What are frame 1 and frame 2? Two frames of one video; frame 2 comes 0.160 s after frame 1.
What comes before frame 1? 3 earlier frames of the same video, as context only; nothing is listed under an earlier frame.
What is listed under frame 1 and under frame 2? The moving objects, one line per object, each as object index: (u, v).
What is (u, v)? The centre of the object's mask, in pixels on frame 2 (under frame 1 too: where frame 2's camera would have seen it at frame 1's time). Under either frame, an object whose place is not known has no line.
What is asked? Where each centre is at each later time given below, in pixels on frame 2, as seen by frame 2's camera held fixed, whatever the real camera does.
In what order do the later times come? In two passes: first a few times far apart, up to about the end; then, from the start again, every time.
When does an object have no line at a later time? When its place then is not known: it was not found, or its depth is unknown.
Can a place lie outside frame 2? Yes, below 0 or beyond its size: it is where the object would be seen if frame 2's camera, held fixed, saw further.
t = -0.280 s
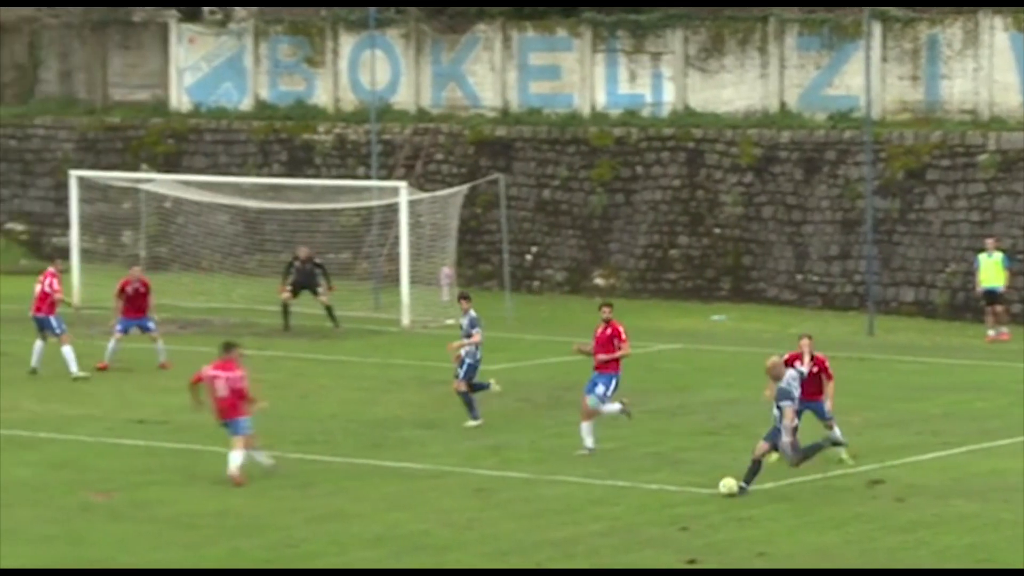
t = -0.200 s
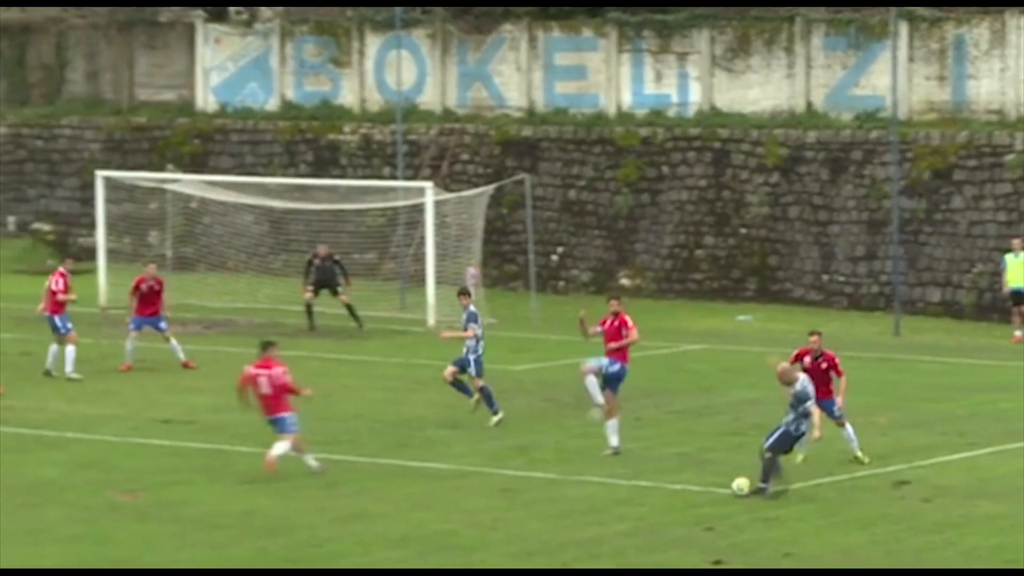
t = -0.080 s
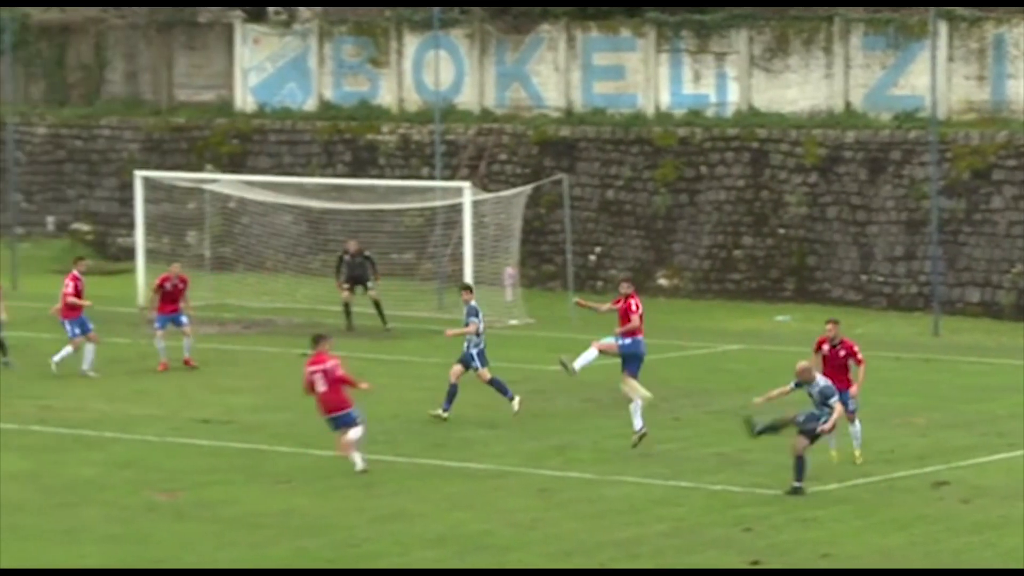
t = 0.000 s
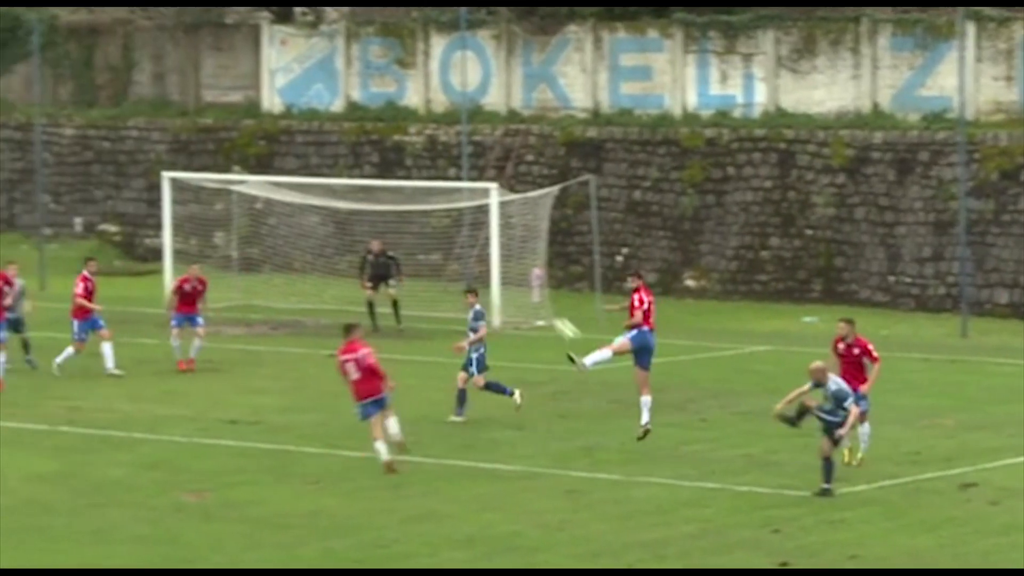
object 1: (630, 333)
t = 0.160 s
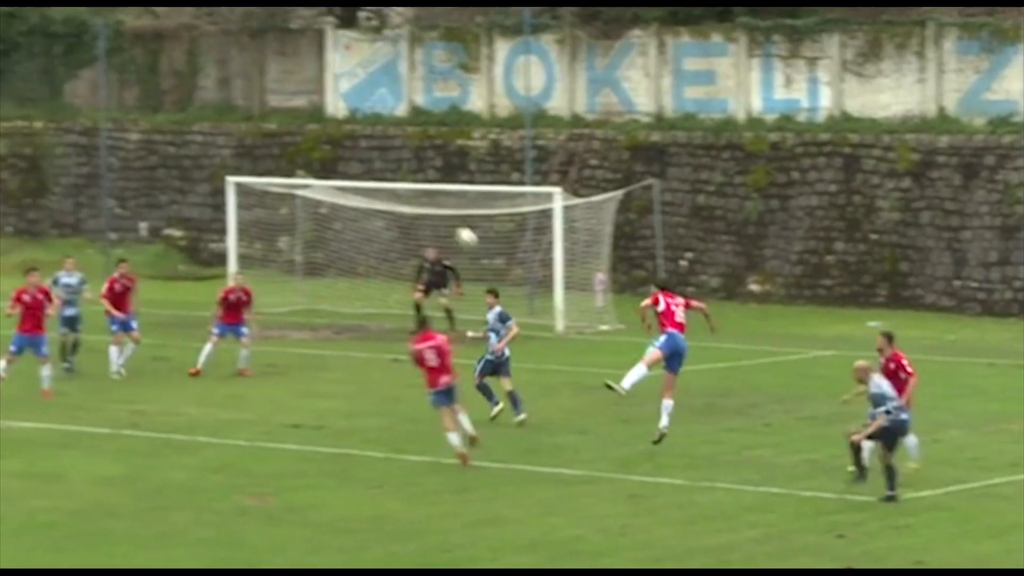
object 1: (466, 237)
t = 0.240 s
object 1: (398, 201)
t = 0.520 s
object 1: (218, 132)
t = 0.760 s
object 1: (112, 127)
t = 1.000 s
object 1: (39, 162)
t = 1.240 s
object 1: (-9, 228)
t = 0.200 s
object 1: (431, 218)
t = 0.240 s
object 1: (398, 201)
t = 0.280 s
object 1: (367, 185)
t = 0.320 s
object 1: (339, 172)
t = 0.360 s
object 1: (312, 163)
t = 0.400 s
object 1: (287, 153)
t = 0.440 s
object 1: (262, 145)
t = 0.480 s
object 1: (239, 138)
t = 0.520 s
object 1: (218, 132)
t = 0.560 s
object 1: (198, 128)
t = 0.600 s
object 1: (179, 126)
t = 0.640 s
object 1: (161, 124)
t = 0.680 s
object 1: (143, 124)
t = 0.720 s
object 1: (127, 125)
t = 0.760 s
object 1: (112, 127)
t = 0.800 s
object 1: (97, 130)
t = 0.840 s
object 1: (84, 134)
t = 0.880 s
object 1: (72, 140)
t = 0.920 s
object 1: (60, 146)
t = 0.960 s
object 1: (50, 153)
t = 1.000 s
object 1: (39, 162)
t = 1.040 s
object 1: (29, 170)
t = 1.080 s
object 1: (21, 181)
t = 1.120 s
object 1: (12, 192)
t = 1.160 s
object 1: (5, 203)
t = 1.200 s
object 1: (-2, 216)
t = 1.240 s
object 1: (-9, 228)
